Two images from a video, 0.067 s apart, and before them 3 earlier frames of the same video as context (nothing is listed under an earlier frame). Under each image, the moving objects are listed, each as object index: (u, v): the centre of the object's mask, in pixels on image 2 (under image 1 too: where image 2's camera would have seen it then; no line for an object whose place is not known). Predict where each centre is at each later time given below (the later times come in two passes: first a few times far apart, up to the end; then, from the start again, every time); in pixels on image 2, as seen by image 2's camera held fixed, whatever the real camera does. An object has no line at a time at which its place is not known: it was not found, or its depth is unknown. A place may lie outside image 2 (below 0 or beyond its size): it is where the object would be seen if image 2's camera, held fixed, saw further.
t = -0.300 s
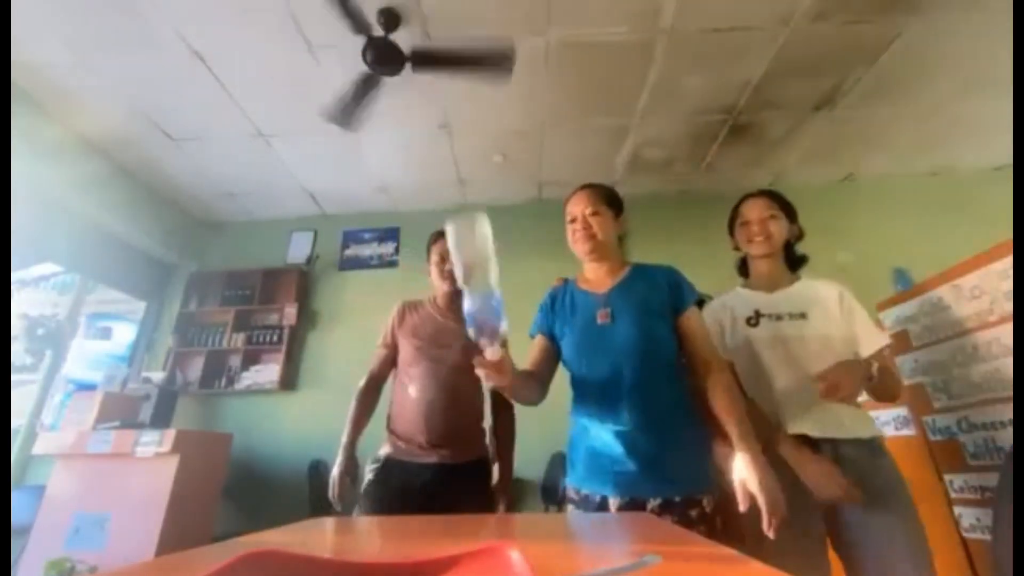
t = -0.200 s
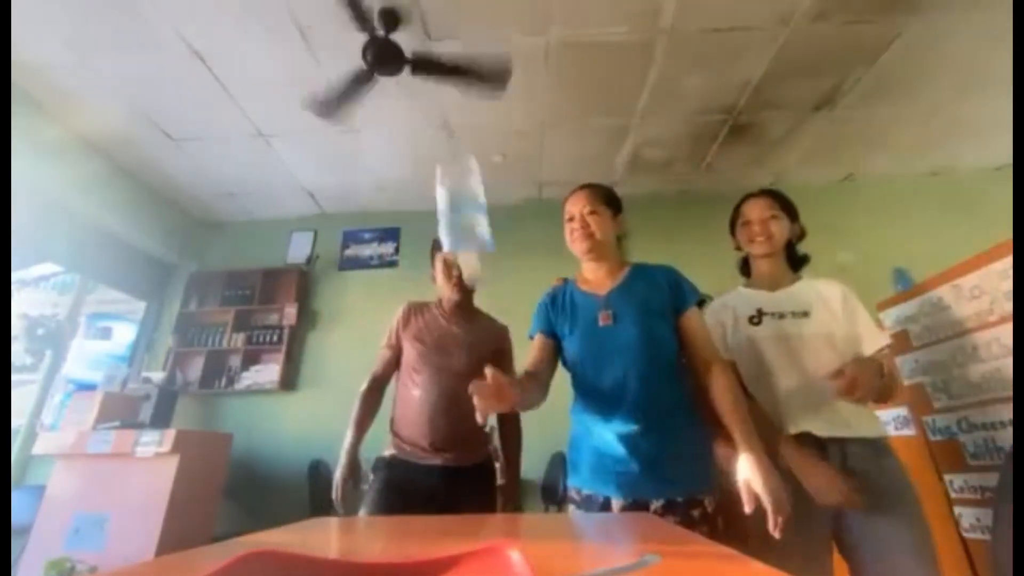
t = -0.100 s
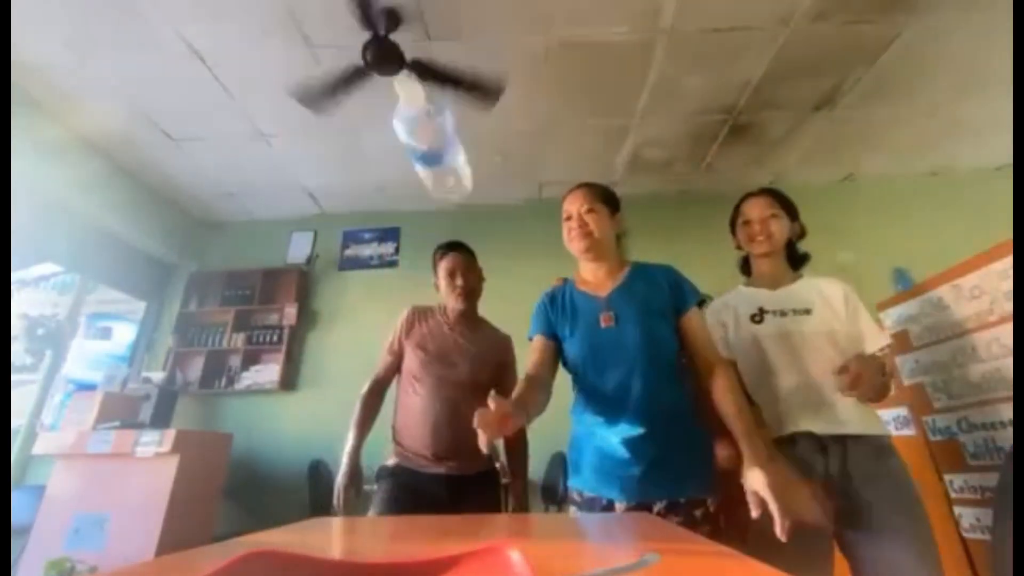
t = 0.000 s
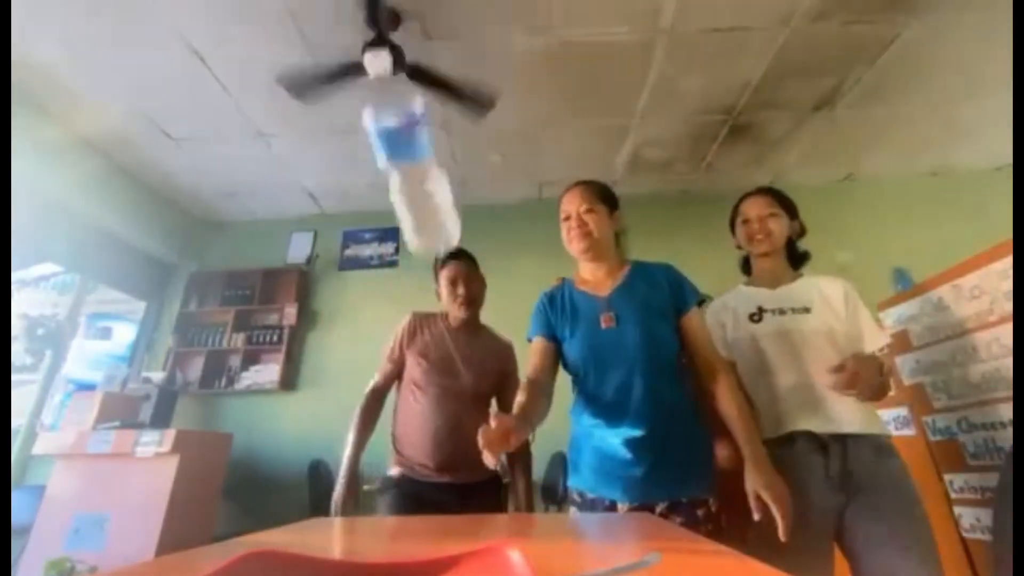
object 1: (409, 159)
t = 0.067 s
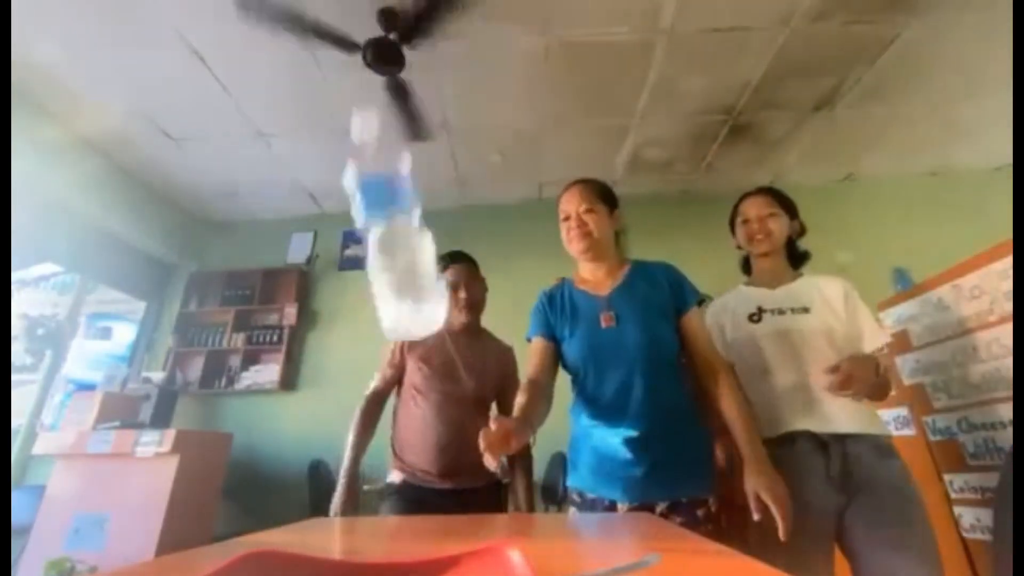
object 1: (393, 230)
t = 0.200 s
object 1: (351, 433)
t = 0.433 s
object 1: (352, 433)
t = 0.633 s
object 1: (353, 436)
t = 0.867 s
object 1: (358, 436)
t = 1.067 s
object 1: (358, 434)
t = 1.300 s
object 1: (357, 435)
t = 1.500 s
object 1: (357, 435)
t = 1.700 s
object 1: (357, 434)
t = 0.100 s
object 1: (384, 289)
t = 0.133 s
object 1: (371, 364)
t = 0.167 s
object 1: (355, 438)
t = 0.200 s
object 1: (351, 433)
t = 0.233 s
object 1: (345, 432)
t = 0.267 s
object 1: (341, 432)
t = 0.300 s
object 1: (340, 433)
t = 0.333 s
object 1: (341, 433)
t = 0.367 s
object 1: (342, 433)
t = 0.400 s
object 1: (345, 433)
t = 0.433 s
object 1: (352, 433)
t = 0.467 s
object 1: (362, 433)
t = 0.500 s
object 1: (366, 435)
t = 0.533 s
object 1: (365, 433)
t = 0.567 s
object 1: (359, 434)
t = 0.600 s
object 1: (353, 436)
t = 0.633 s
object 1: (353, 436)
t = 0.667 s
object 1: (356, 436)
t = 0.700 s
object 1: (360, 434)
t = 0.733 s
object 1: (359, 434)
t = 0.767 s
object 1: (355, 434)
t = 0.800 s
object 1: (356, 434)
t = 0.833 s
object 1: (359, 436)
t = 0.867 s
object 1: (358, 436)
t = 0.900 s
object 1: (357, 436)
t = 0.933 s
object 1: (356, 435)
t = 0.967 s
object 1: (359, 435)
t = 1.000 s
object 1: (357, 434)
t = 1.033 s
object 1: (356, 435)
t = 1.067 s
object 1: (358, 434)
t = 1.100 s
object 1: (357, 433)
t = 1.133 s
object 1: (357, 435)
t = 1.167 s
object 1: (358, 435)
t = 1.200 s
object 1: (358, 435)
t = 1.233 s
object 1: (357, 434)
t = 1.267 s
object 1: (358, 434)
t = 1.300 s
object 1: (357, 435)
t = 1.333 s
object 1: (358, 435)
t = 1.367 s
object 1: (358, 435)
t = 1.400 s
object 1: (357, 435)
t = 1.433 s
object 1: (358, 435)
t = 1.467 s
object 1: (357, 435)
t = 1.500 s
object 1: (357, 435)
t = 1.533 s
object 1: (357, 434)
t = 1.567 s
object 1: (357, 434)
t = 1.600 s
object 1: (357, 435)
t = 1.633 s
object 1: (357, 435)
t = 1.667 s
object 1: (357, 435)
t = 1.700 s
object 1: (357, 434)
